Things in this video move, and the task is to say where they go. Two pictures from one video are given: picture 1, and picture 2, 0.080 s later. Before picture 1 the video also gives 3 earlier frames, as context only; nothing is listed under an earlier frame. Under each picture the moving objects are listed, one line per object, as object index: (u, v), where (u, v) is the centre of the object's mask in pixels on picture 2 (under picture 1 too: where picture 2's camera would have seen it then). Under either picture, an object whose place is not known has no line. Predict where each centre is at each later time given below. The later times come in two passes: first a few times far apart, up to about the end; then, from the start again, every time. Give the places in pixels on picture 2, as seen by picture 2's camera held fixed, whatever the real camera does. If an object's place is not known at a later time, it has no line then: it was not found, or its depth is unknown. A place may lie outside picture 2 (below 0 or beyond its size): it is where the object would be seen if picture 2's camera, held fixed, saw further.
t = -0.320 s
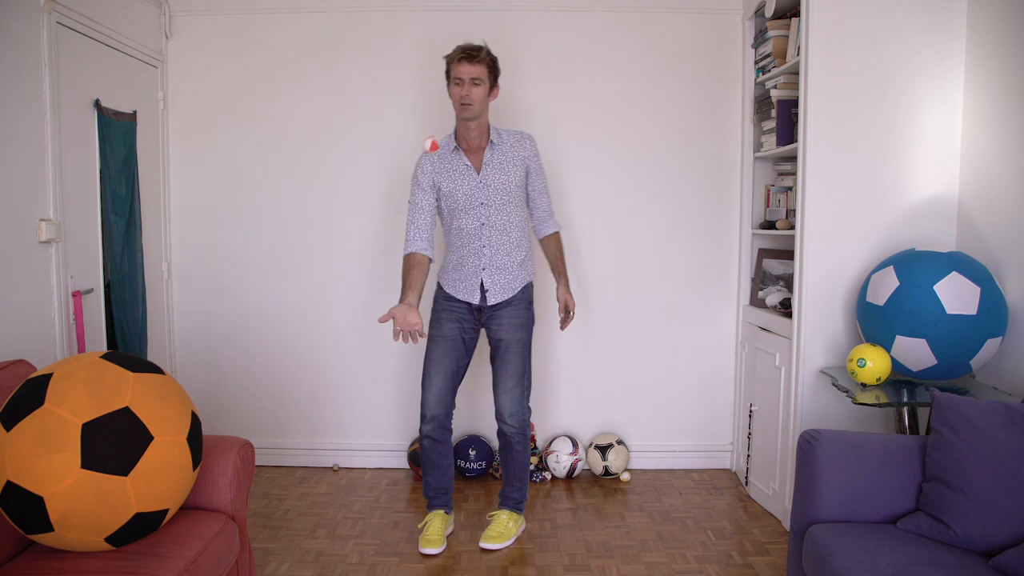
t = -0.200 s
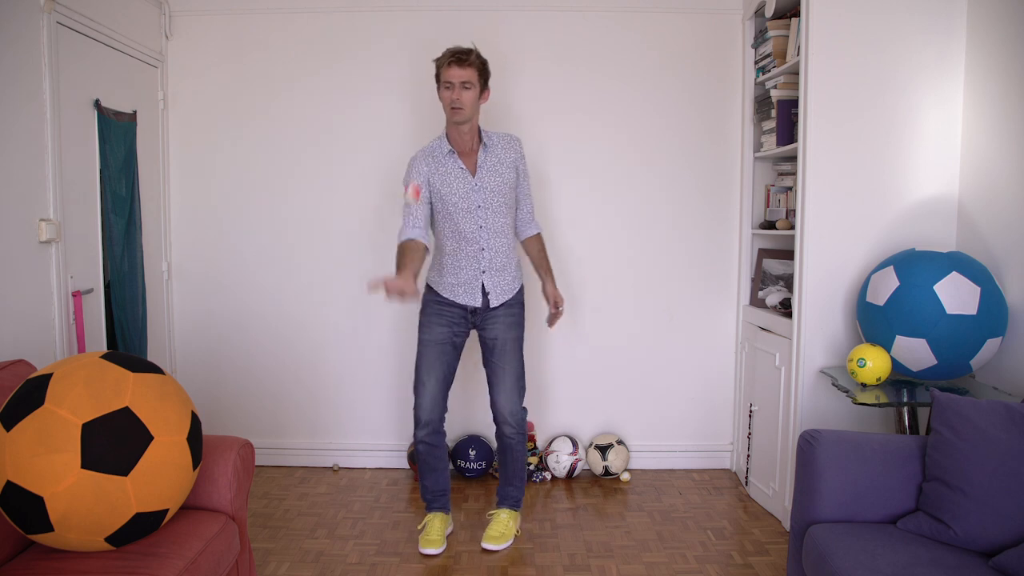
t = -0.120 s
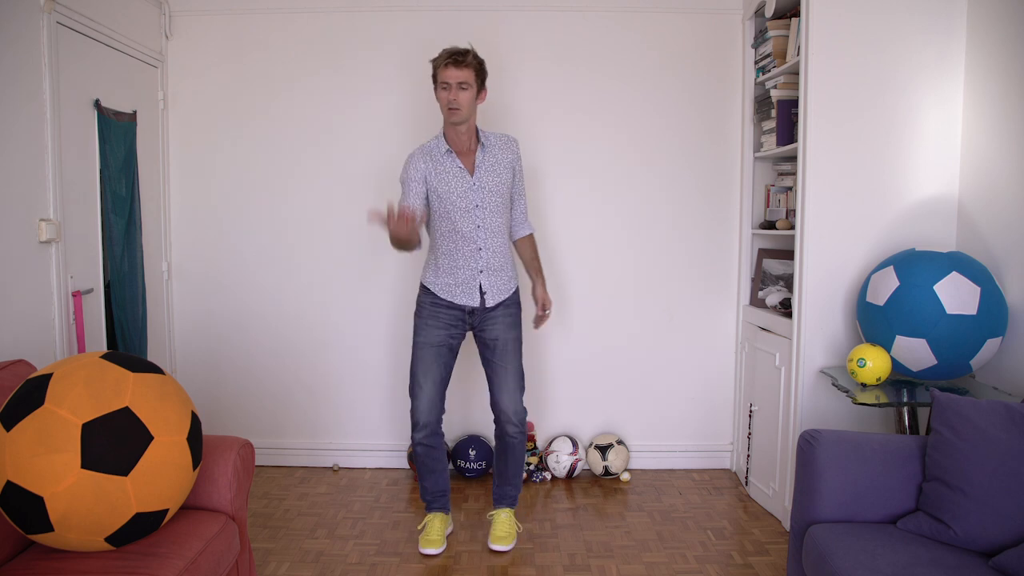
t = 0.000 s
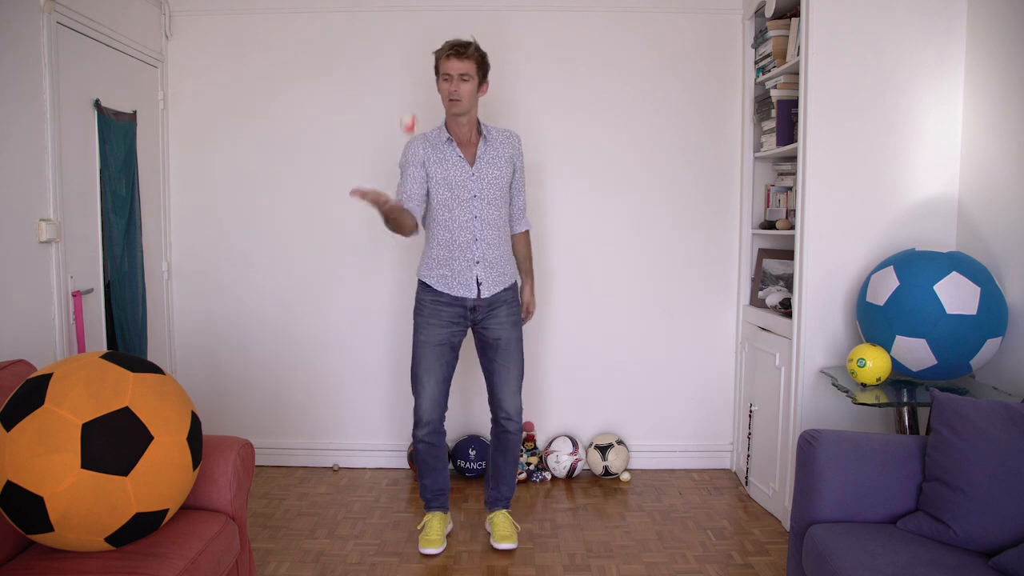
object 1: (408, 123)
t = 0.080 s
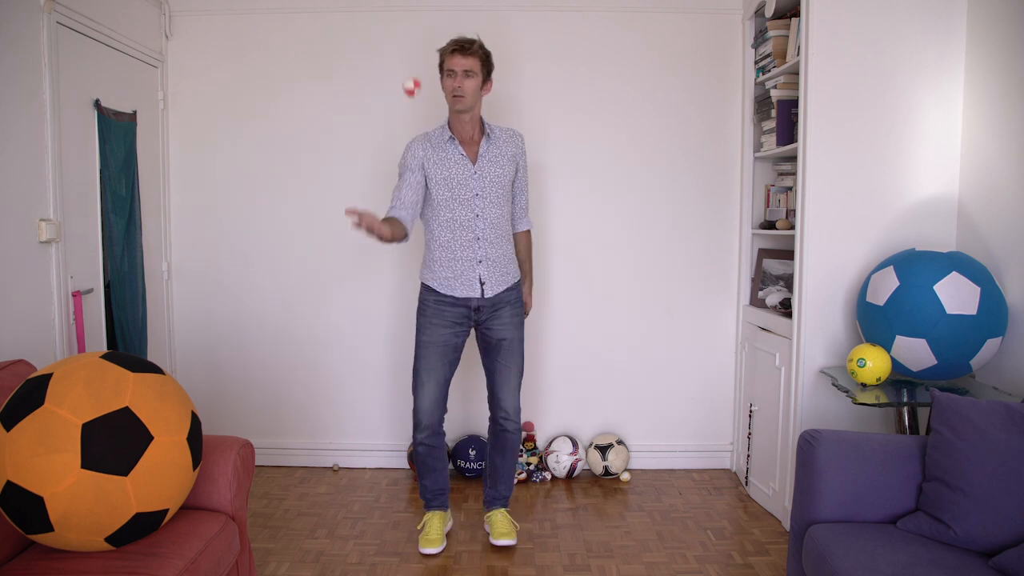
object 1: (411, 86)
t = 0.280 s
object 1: (416, 84)
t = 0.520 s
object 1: (427, 266)
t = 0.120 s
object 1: (413, 76)
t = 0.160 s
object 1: (414, 70)
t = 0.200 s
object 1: (414, 69)
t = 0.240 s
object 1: (415, 74)
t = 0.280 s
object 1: (416, 84)
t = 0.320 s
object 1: (418, 100)
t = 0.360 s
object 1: (420, 122)
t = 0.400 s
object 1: (420, 149)
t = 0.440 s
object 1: (422, 182)
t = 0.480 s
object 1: (425, 220)
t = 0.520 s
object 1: (427, 266)
